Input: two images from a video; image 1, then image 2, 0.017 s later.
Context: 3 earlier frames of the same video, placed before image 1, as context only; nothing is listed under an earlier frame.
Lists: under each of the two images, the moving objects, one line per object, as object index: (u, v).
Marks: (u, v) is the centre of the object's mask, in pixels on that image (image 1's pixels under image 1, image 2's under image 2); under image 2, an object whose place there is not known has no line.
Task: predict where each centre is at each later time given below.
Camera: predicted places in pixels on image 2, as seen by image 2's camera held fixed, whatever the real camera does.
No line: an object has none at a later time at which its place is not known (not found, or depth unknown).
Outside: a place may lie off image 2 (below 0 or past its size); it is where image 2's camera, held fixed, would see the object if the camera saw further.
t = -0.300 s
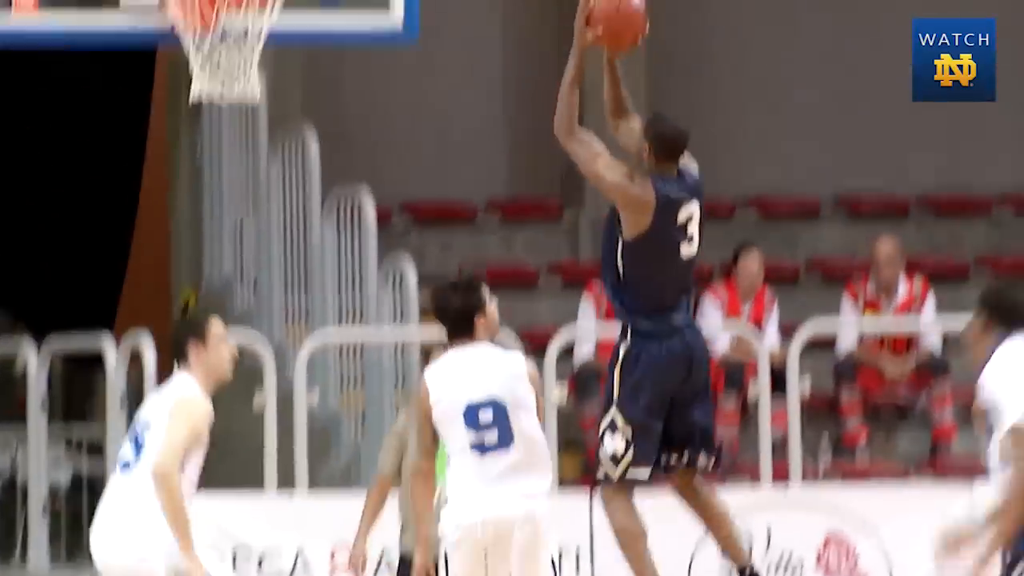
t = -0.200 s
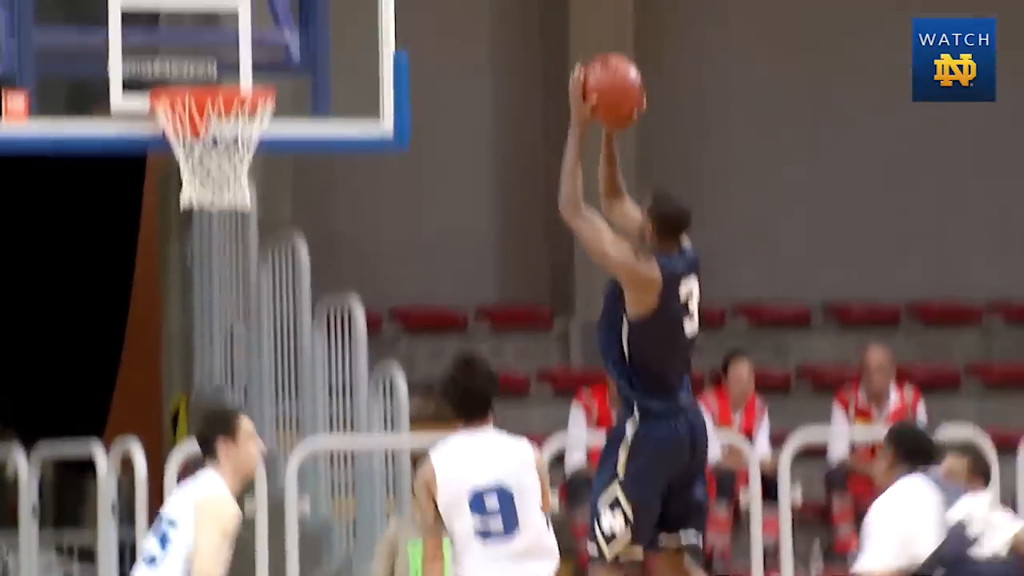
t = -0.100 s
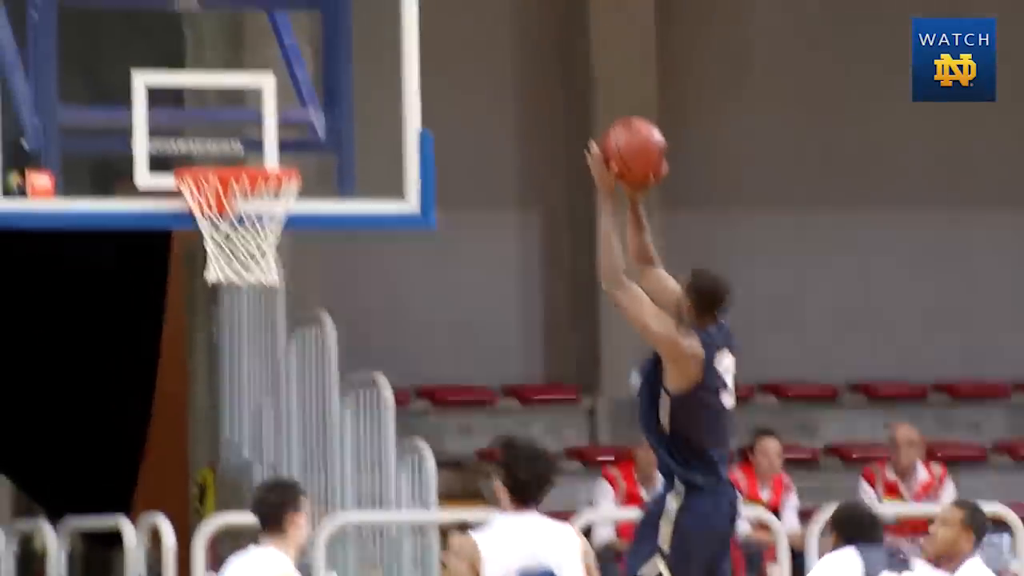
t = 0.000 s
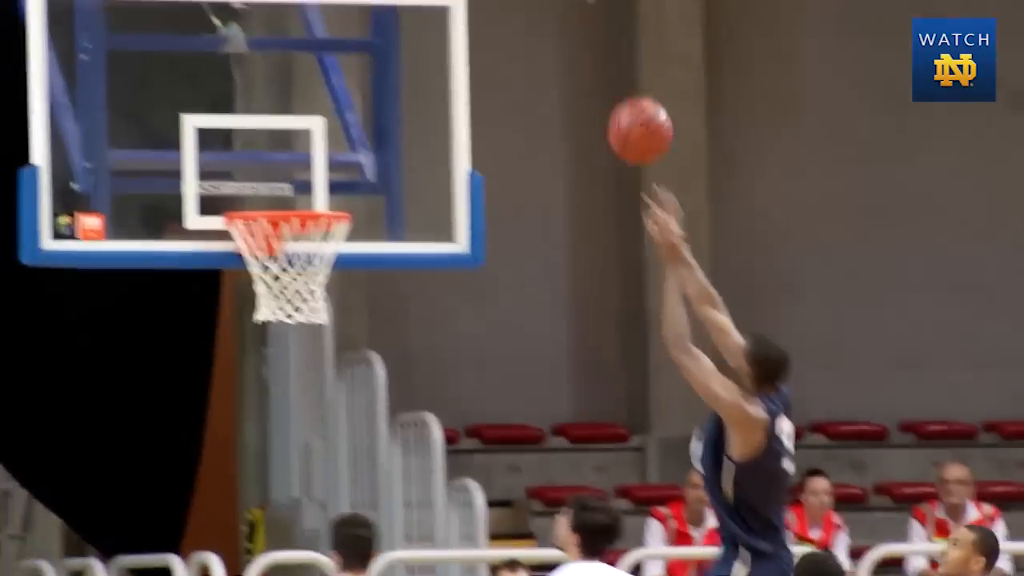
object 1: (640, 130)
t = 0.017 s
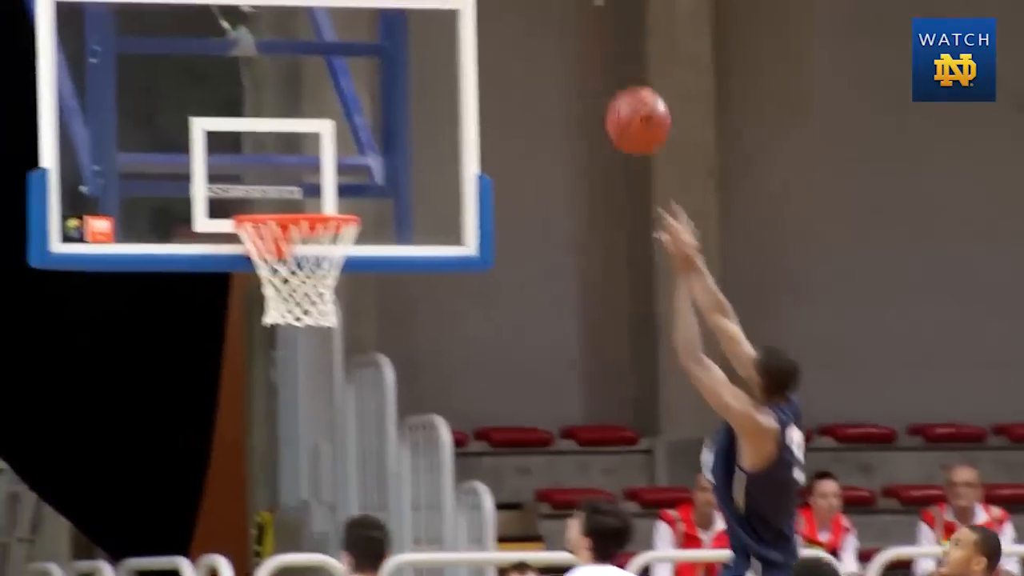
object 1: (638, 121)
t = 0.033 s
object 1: (626, 108)
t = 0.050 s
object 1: (615, 96)
